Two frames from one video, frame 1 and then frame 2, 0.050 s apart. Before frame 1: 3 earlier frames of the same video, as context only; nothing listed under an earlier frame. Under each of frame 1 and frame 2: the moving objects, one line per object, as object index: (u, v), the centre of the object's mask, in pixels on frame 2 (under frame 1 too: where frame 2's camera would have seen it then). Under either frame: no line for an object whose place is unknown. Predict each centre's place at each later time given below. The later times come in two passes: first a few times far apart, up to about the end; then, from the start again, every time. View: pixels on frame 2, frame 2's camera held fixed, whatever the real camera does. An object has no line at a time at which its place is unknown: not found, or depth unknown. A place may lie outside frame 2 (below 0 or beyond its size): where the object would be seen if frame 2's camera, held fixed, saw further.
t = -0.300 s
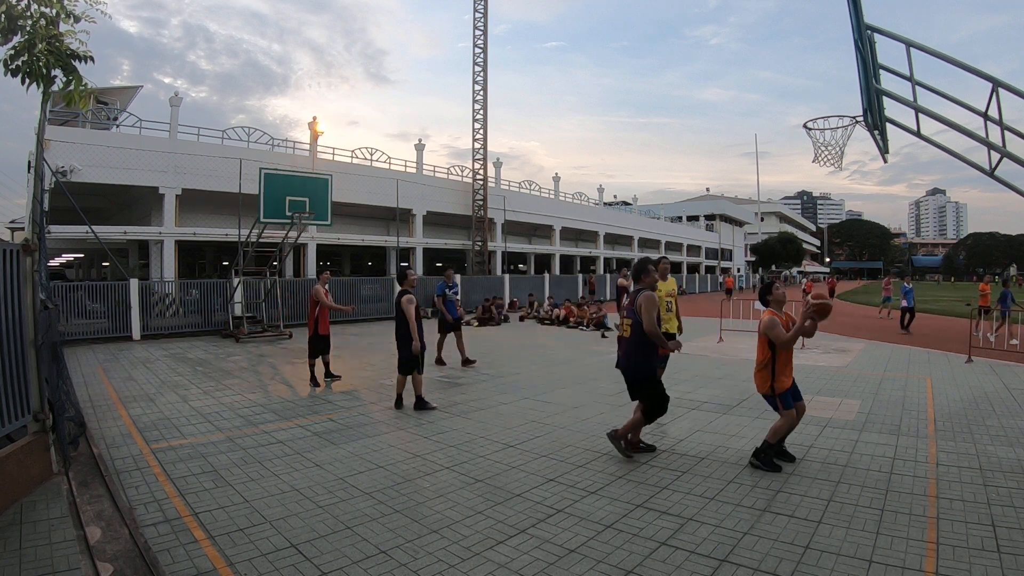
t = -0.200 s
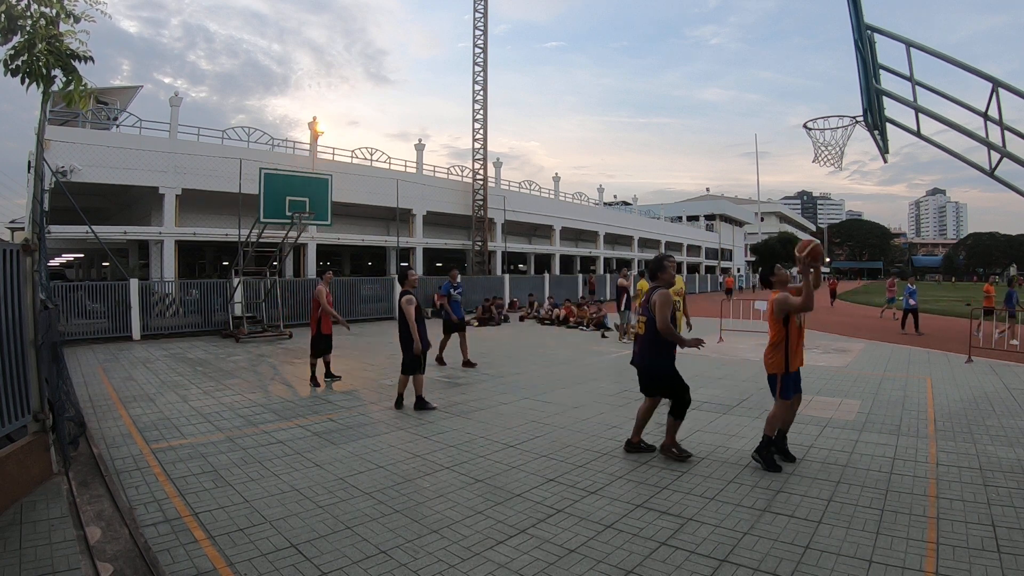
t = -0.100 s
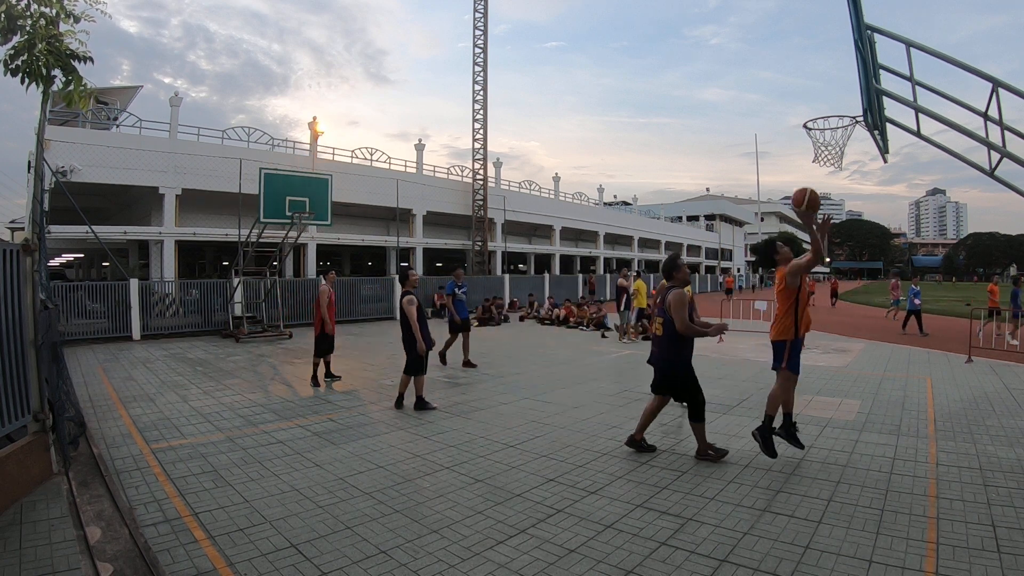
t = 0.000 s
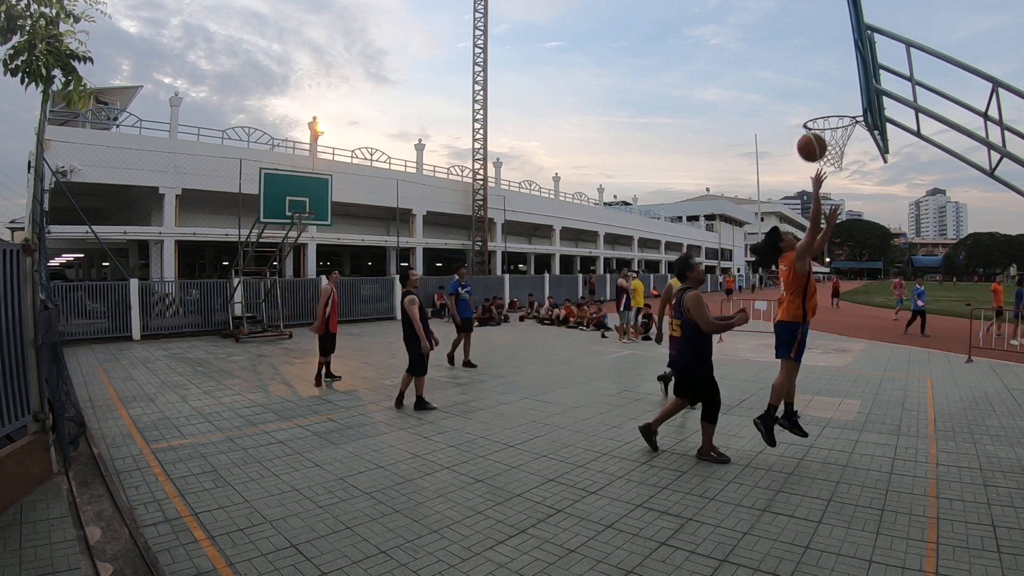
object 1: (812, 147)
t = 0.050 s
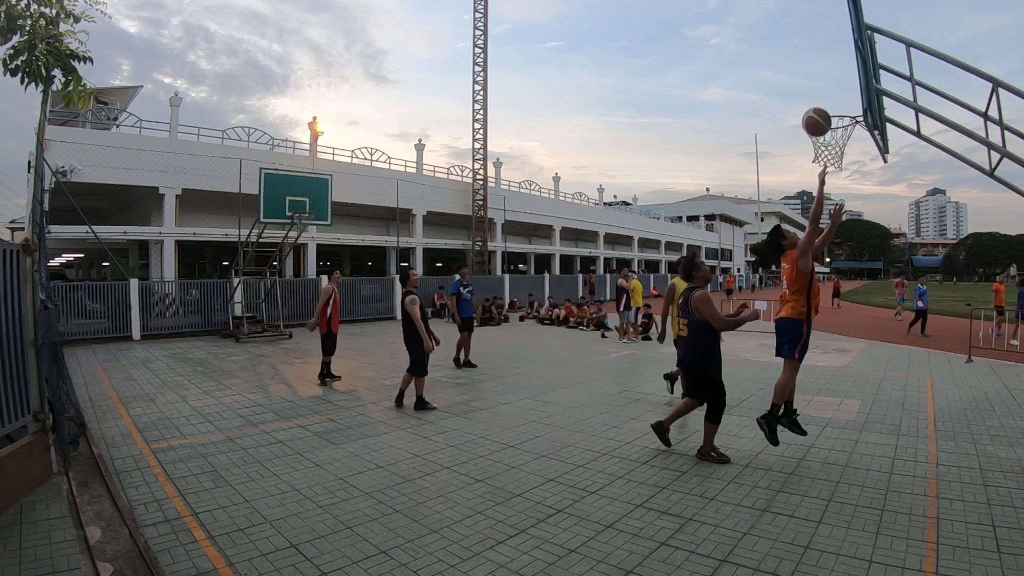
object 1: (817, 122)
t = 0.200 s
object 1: (831, 68)
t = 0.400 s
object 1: (841, 43)
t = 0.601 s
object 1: (829, 73)
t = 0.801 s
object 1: (826, 121)
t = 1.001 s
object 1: (834, 143)
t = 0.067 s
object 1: (818, 114)
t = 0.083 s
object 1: (820, 107)
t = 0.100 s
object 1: (822, 100)
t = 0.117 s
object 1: (823, 94)
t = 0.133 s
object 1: (825, 88)
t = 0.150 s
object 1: (826, 82)
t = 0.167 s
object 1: (828, 77)
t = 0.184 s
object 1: (830, 72)
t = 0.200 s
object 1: (831, 68)
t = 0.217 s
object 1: (833, 64)
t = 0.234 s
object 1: (835, 59)
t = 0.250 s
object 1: (836, 56)
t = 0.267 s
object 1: (838, 53)
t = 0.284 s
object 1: (840, 50)
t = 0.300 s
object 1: (841, 47)
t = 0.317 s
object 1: (842, 45)
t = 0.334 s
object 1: (843, 43)
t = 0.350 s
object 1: (844, 42)
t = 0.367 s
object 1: (843, 42)
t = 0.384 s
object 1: (842, 42)
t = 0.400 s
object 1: (841, 43)
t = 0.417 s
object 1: (841, 44)
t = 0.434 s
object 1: (839, 45)
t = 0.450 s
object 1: (838, 46)
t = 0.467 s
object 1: (837, 48)
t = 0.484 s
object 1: (836, 50)
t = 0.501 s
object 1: (835, 53)
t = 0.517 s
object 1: (834, 55)
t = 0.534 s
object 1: (833, 58)
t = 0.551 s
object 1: (832, 62)
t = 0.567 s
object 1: (831, 65)
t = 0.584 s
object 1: (830, 69)
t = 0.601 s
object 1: (829, 73)
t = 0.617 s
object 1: (828, 78)
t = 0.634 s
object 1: (827, 82)
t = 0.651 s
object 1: (826, 87)
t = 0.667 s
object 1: (825, 93)
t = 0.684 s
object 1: (825, 98)
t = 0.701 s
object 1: (824, 104)
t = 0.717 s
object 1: (823, 110)
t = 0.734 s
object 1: (823, 114)
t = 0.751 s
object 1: (824, 116)
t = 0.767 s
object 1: (825, 117)
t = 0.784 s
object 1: (825, 119)
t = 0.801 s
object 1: (826, 121)
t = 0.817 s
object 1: (827, 124)
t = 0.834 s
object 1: (828, 126)
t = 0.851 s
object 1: (829, 129)
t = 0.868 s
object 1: (830, 133)
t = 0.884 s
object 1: (831, 136)
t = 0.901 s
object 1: (832, 138)
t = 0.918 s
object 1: (832, 139)
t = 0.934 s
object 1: (833, 140)
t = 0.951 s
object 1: (833, 141)
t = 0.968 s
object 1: (833, 142)
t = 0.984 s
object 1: (834, 142)
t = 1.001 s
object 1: (834, 143)
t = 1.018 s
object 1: (834, 144)
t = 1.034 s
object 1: (834, 145)
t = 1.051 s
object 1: (834, 147)
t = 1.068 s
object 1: (835, 149)
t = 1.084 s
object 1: (835, 150)
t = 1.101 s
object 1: (836, 152)
